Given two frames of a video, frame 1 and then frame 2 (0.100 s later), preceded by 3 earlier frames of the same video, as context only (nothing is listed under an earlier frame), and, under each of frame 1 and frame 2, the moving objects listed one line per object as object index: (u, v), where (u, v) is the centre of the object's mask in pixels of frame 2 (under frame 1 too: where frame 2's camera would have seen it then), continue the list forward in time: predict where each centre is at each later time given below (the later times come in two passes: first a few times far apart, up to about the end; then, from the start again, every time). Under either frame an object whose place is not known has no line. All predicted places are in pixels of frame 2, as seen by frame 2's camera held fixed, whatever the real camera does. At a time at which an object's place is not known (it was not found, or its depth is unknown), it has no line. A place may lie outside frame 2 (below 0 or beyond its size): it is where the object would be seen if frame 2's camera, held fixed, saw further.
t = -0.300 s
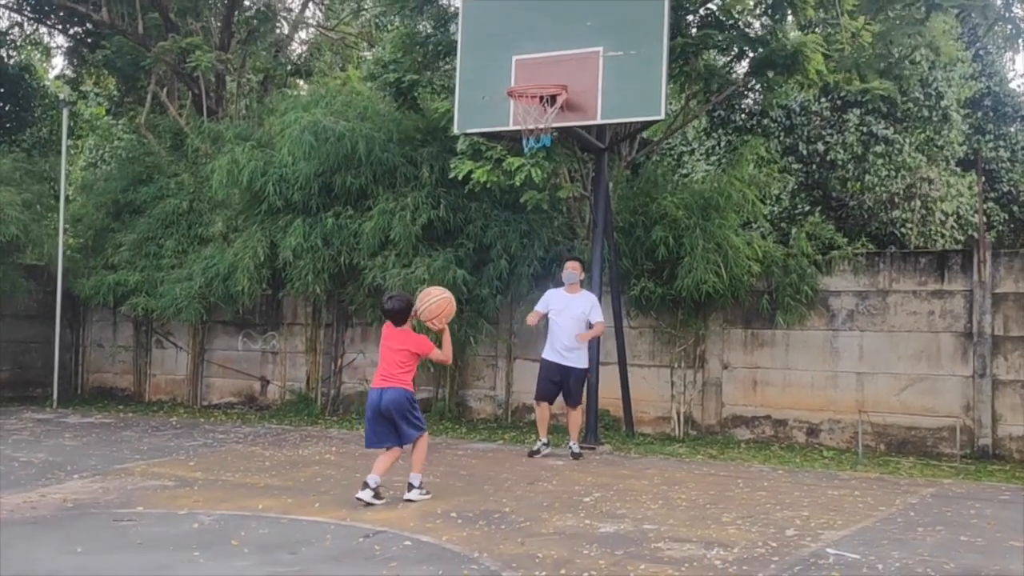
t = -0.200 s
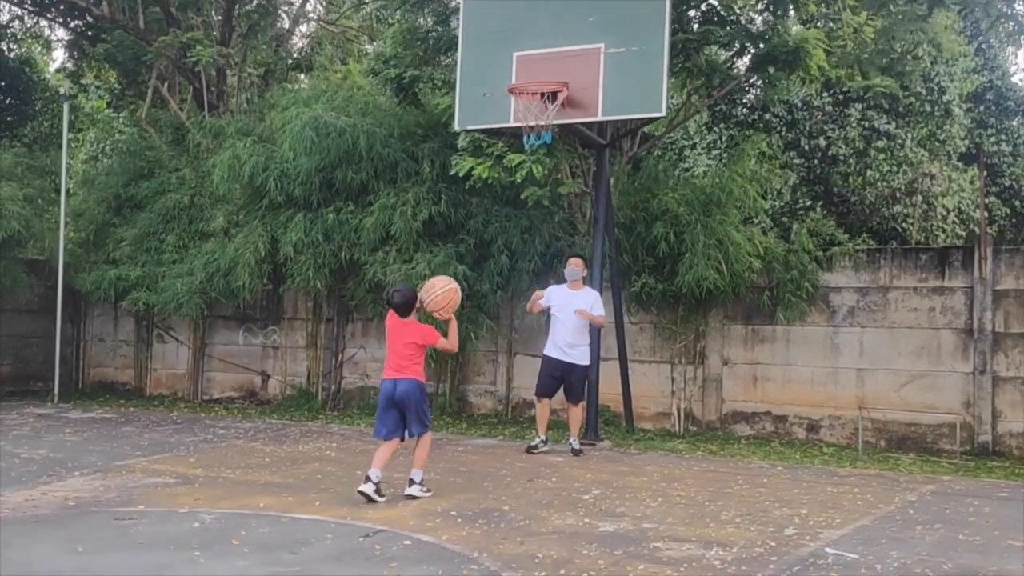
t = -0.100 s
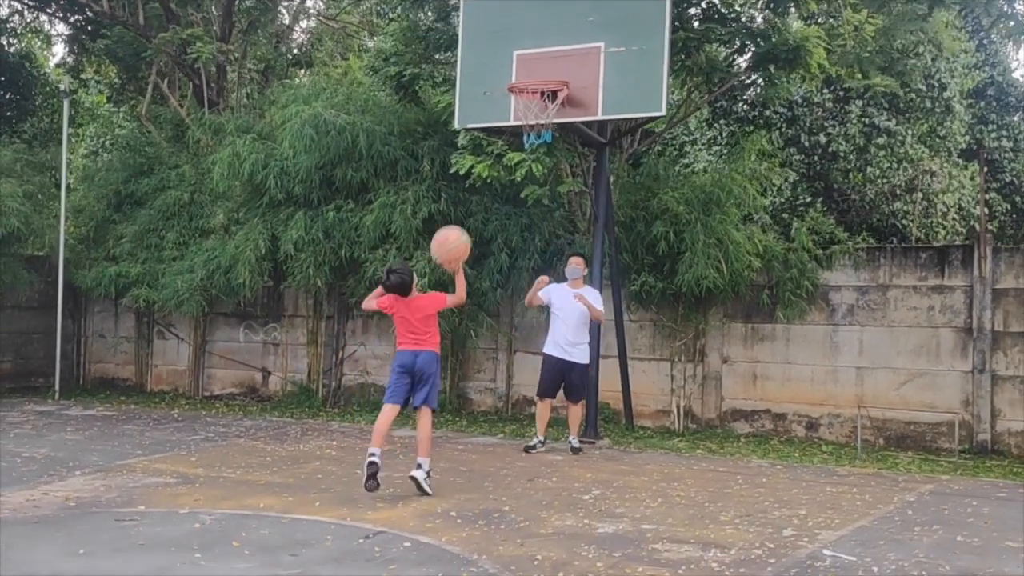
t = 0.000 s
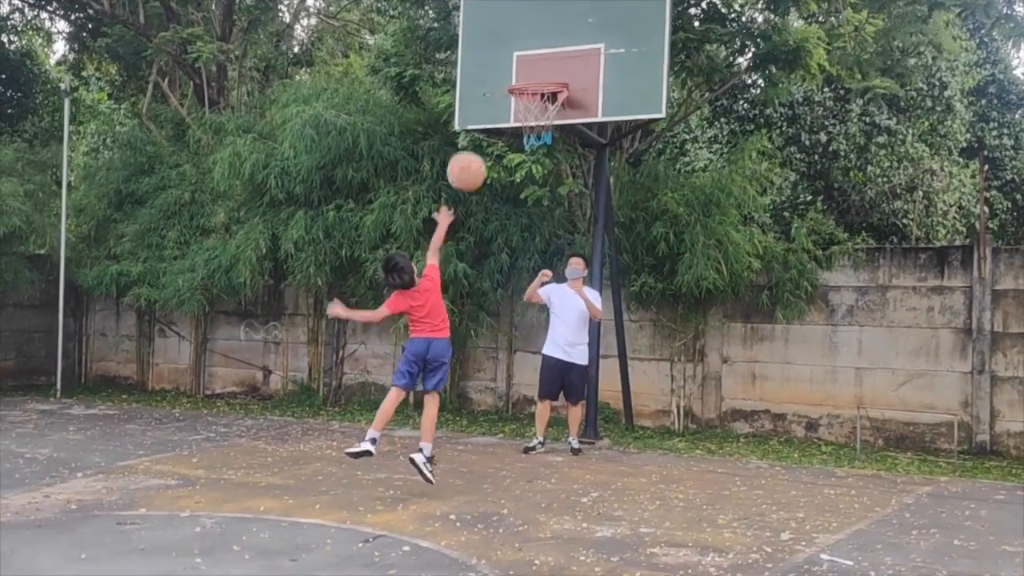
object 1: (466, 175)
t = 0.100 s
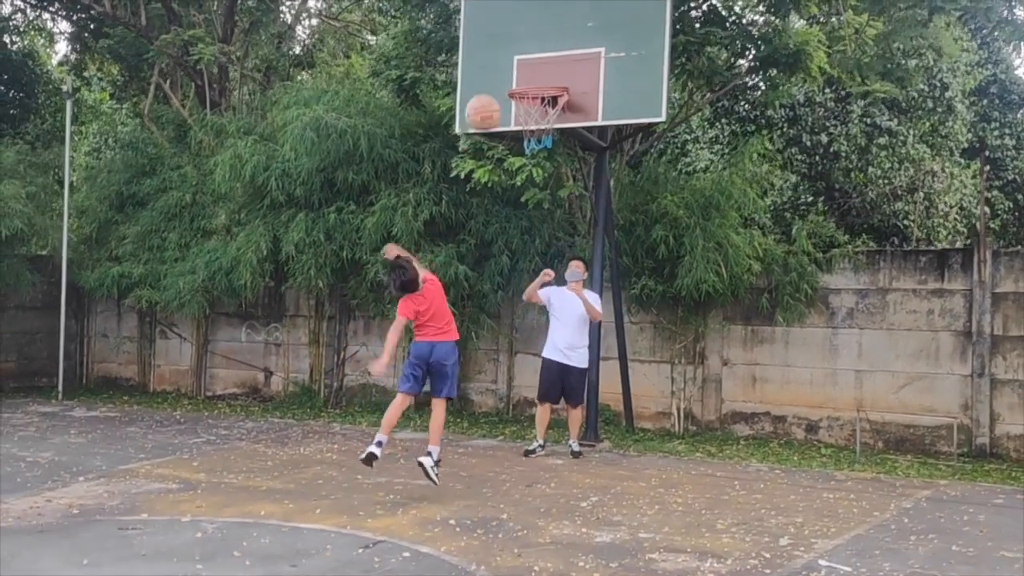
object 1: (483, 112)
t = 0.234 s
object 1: (502, 59)
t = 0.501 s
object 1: (535, 31)
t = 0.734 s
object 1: (555, 77)
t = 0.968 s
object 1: (563, 57)
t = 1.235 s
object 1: (574, 74)
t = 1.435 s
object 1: (586, 87)
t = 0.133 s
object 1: (488, 97)
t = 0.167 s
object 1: (493, 83)
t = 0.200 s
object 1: (497, 70)
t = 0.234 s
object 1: (502, 59)
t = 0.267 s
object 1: (507, 50)
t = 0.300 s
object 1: (511, 43)
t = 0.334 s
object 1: (516, 37)
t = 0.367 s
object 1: (520, 33)
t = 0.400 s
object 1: (524, 30)
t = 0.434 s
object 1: (528, 29)
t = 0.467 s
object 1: (531, 29)
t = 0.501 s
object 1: (535, 31)
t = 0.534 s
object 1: (538, 34)
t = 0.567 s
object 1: (541, 38)
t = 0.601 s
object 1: (545, 43)
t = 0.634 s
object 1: (548, 49)
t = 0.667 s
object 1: (552, 58)
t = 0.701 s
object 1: (554, 67)
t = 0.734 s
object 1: (555, 77)
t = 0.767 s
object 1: (559, 75)
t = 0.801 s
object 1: (559, 68)
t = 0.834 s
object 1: (560, 63)
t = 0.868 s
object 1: (561, 59)
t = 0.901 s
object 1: (562, 57)
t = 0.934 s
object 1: (563, 57)
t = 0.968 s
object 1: (563, 57)
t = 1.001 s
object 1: (563, 58)
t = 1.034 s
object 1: (564, 62)
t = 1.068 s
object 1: (563, 66)
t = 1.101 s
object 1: (563, 73)
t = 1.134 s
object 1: (564, 79)
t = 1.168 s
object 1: (567, 77)
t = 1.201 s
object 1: (571, 75)
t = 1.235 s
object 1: (574, 74)
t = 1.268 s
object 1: (577, 74)
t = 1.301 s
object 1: (580, 76)
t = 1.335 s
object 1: (582, 77)
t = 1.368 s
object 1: (585, 79)
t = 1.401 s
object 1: (585, 83)
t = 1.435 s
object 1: (586, 87)
